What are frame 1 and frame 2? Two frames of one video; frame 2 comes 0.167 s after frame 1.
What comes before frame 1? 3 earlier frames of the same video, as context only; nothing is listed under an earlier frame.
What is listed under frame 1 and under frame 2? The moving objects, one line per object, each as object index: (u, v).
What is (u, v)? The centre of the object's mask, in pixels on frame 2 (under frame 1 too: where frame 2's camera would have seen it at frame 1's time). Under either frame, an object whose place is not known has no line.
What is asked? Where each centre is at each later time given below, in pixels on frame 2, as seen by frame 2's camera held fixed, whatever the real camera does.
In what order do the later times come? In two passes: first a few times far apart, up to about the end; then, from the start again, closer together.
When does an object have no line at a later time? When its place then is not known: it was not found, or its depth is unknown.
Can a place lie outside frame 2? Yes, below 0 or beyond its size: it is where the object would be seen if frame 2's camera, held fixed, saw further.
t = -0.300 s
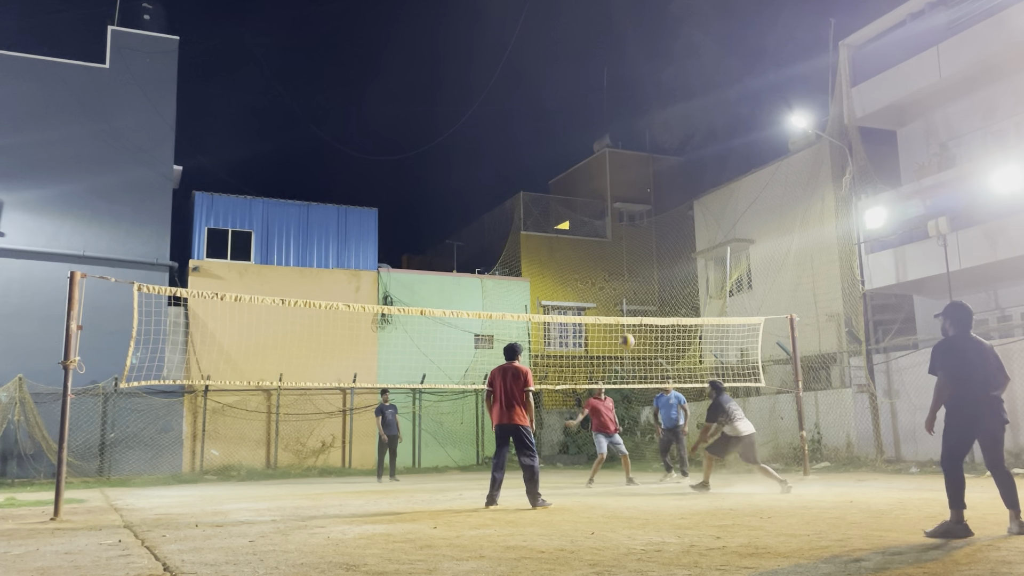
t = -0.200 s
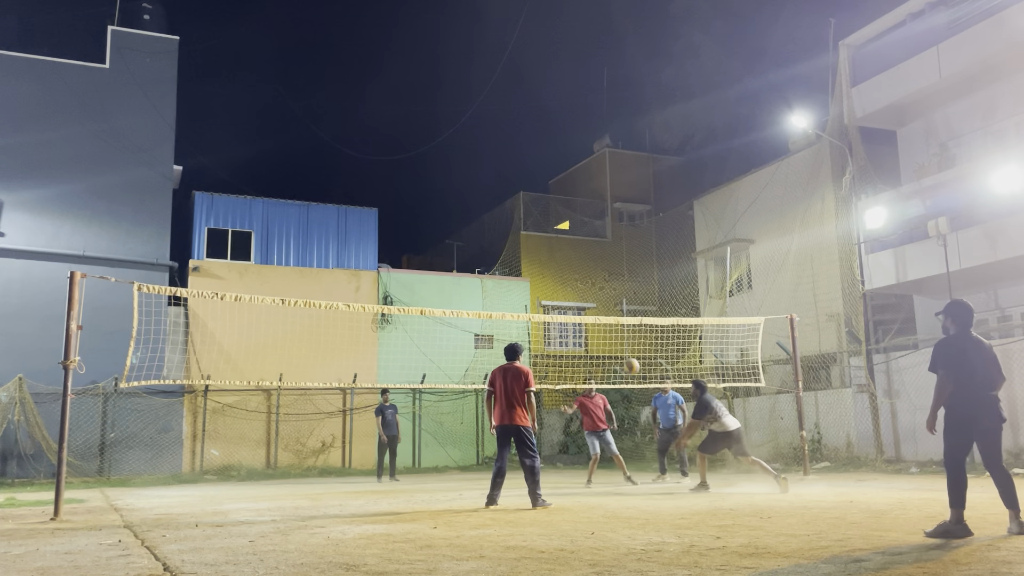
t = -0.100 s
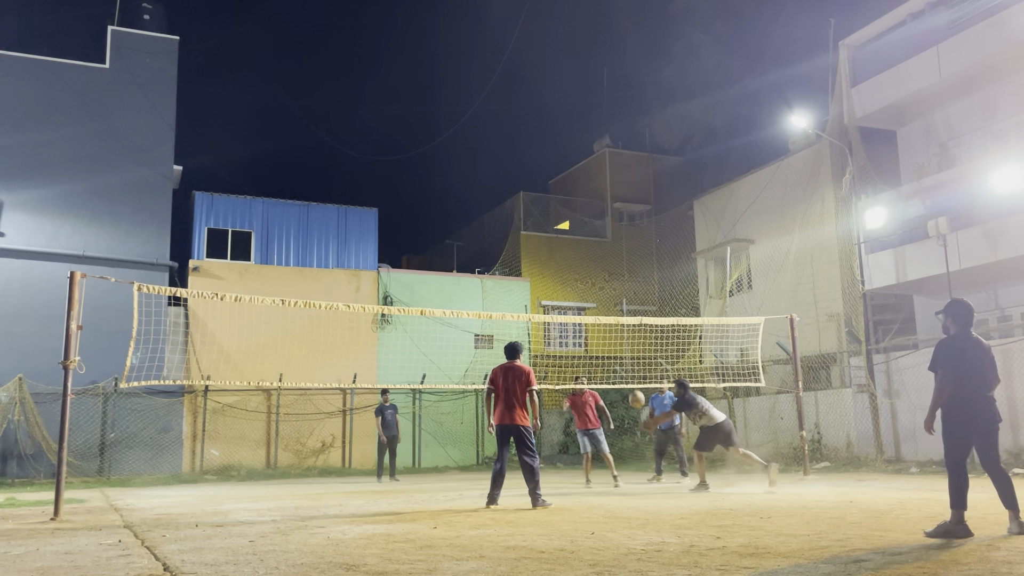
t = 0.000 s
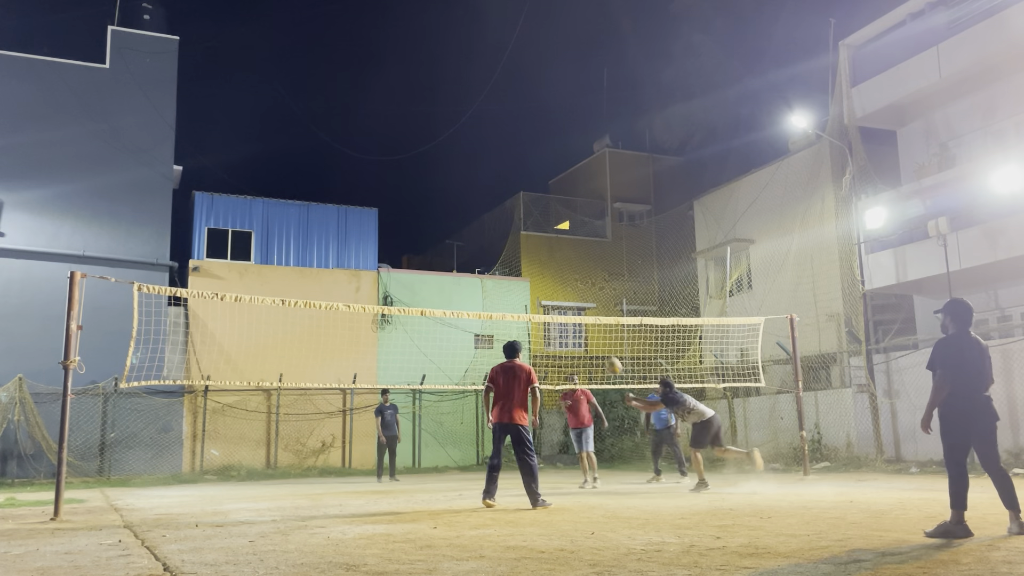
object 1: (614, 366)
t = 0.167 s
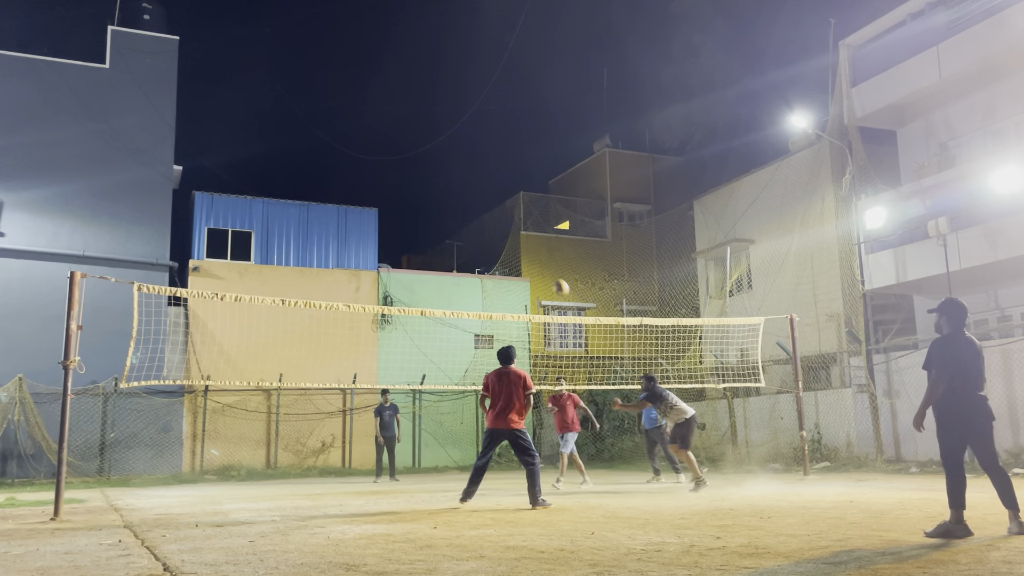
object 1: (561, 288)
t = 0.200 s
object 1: (551, 274)
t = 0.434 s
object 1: (479, 204)
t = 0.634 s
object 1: (418, 172)
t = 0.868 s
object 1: (342, 172)
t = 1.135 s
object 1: (250, 227)
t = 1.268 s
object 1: (199, 278)
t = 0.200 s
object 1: (551, 274)
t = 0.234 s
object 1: (541, 262)
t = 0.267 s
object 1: (530, 251)
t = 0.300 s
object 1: (520, 240)
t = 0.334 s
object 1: (510, 230)
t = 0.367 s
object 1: (500, 221)
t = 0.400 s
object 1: (489, 212)
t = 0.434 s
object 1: (479, 204)
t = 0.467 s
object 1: (469, 197)
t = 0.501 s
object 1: (459, 191)
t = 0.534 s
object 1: (449, 185)
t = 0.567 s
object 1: (438, 180)
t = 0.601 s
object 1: (428, 176)
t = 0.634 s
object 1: (418, 172)
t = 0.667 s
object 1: (407, 170)
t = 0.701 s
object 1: (397, 169)
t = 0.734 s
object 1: (386, 168)
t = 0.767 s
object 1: (376, 168)
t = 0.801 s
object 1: (365, 168)
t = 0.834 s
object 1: (354, 170)
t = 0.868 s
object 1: (342, 172)
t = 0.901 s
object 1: (331, 176)
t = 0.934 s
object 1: (320, 180)
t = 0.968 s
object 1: (309, 185)
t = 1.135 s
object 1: (250, 227)
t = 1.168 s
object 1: (238, 239)
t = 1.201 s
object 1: (225, 250)
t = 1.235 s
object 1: (213, 264)
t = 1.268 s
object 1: (199, 278)
